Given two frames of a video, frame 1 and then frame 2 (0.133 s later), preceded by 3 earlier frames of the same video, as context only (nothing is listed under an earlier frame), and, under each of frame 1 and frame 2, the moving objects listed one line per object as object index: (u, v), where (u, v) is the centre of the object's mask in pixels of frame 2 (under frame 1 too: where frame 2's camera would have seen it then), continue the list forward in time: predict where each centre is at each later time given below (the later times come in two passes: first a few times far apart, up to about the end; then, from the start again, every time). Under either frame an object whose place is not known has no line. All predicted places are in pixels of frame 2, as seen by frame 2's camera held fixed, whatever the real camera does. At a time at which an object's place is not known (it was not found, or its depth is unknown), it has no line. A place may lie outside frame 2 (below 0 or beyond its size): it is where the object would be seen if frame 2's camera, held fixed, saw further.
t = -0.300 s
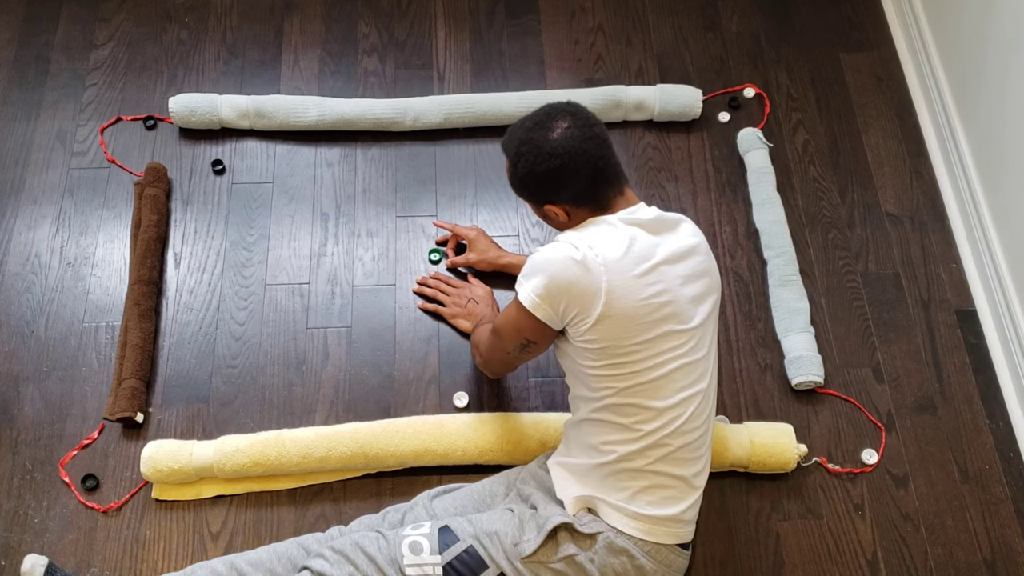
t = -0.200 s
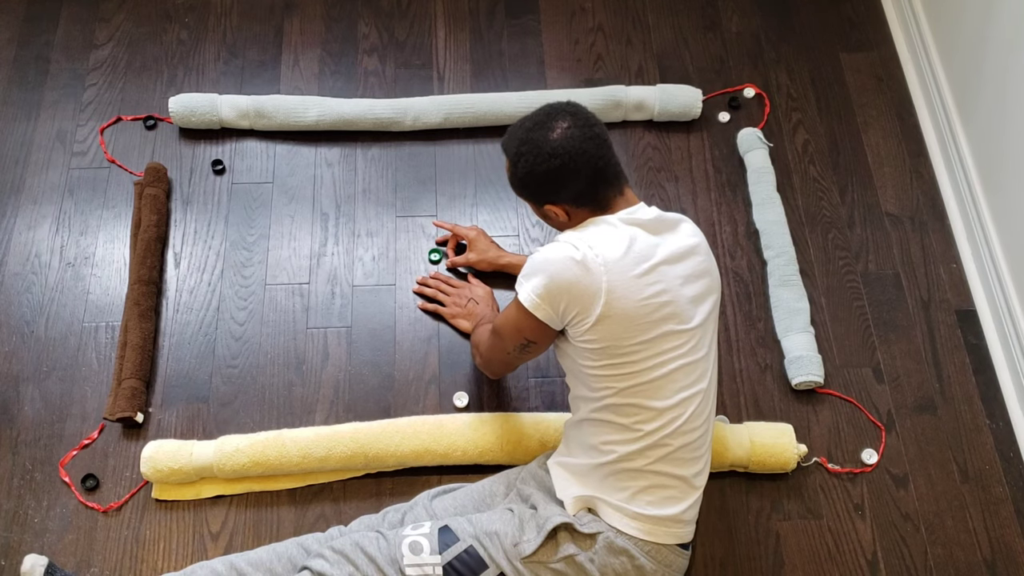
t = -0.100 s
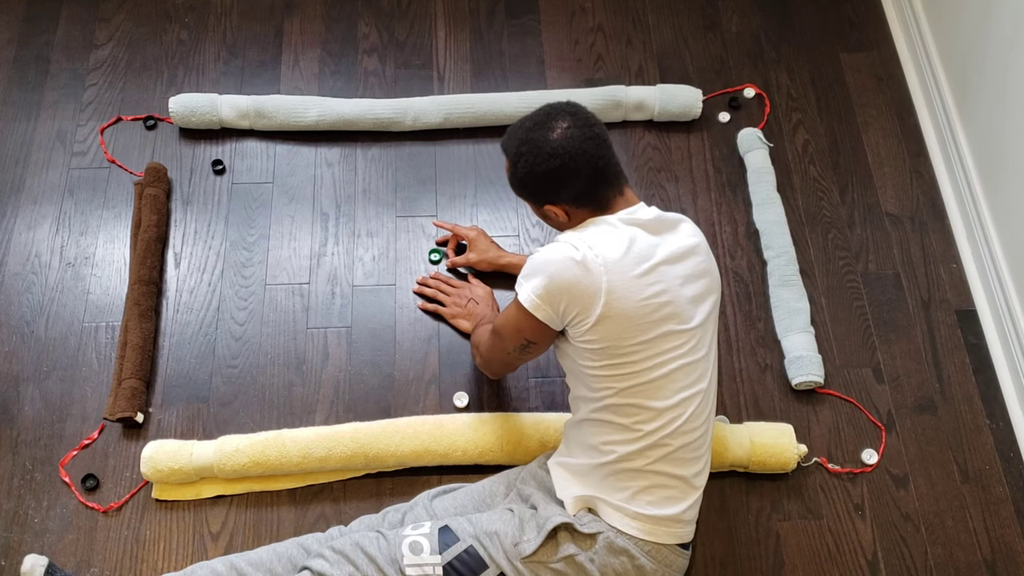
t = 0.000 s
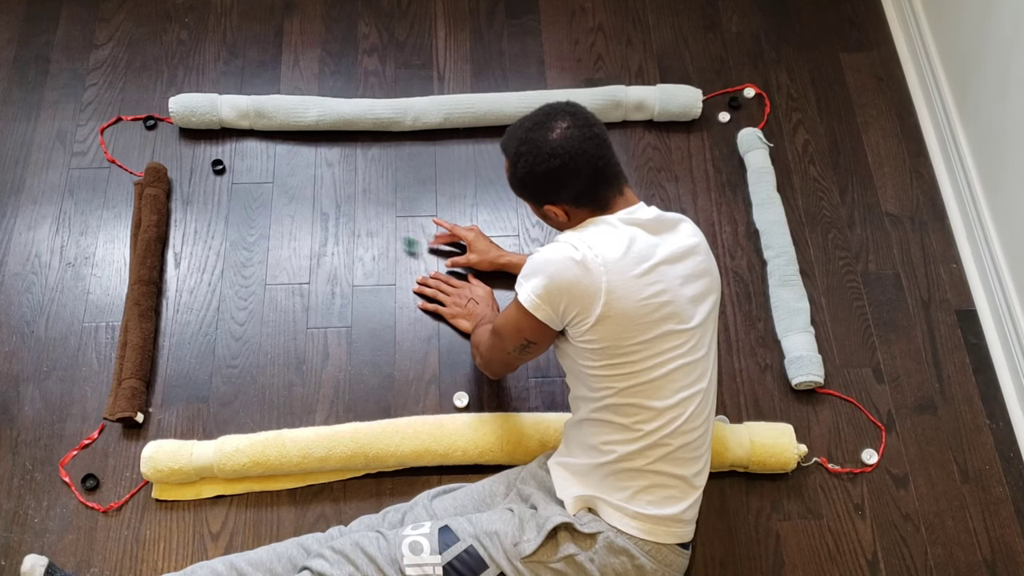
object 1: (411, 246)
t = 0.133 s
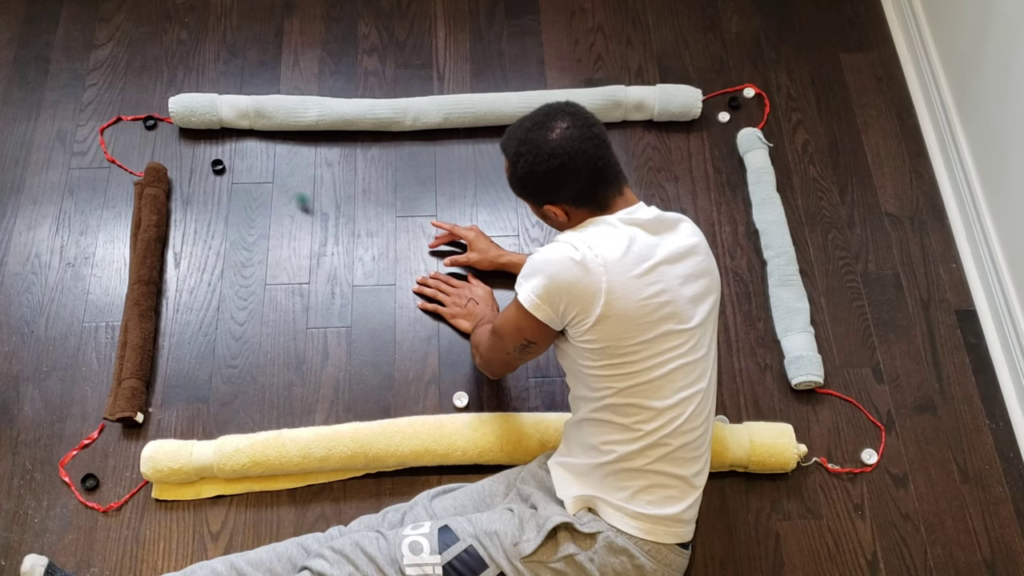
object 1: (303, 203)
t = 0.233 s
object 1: (229, 175)
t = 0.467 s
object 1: (195, 185)
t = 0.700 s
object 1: (188, 187)
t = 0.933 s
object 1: (188, 187)
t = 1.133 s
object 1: (188, 187)
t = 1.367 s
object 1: (188, 187)
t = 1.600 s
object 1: (188, 187)
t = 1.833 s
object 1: (188, 187)
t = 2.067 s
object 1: (188, 187)
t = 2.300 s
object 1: (188, 187)
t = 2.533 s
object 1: (188, 187)
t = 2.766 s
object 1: (188, 187)
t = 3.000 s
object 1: (188, 187)
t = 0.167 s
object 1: (279, 193)
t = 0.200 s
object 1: (254, 183)
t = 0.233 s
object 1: (229, 175)
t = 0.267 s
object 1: (221, 172)
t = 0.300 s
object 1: (217, 173)
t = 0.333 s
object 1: (212, 177)
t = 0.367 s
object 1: (206, 179)
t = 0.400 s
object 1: (202, 181)
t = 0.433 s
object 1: (198, 183)
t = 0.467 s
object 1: (195, 185)
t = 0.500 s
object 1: (192, 186)
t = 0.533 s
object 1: (191, 187)
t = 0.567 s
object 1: (190, 188)
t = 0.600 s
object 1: (188, 188)
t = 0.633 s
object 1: (188, 188)
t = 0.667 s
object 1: (188, 188)
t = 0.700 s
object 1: (188, 187)
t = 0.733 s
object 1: (188, 187)
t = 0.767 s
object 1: (188, 187)
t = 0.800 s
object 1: (188, 187)
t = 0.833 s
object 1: (188, 187)
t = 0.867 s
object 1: (188, 187)
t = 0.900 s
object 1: (188, 187)
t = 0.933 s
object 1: (188, 187)
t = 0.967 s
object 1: (188, 187)
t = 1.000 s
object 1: (188, 187)
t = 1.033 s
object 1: (188, 187)
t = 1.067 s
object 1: (188, 187)
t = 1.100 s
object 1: (188, 187)
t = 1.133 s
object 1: (188, 187)
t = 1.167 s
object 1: (188, 187)
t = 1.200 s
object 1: (188, 187)
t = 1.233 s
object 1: (188, 187)
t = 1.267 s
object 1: (188, 187)
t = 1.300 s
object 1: (188, 187)
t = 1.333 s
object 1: (188, 187)
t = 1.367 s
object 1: (188, 187)
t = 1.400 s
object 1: (188, 187)
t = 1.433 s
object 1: (188, 187)
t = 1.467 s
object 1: (188, 187)
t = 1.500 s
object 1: (188, 187)
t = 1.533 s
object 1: (188, 187)
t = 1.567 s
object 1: (188, 187)
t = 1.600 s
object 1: (188, 187)
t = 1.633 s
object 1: (188, 187)
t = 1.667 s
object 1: (188, 187)
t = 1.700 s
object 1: (188, 187)
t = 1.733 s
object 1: (188, 187)
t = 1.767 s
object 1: (188, 187)
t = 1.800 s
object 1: (188, 187)
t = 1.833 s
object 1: (188, 187)
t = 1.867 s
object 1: (188, 187)
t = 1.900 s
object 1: (188, 187)
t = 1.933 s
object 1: (188, 187)
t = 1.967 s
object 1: (188, 187)
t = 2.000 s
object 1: (188, 187)
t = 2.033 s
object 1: (188, 187)
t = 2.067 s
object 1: (188, 187)
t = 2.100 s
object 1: (188, 187)
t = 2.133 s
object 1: (188, 187)
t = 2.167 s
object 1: (188, 187)
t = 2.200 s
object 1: (188, 187)
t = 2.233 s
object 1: (188, 187)
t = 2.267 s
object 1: (188, 187)
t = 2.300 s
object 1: (188, 187)
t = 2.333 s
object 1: (188, 187)
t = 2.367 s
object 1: (188, 187)
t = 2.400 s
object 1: (188, 187)
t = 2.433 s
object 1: (188, 187)
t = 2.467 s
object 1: (188, 187)
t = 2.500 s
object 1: (188, 187)
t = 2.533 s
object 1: (188, 187)
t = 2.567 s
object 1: (188, 187)
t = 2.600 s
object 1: (188, 187)
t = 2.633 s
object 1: (188, 187)
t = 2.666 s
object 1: (188, 187)
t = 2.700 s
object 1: (188, 187)
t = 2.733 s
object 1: (188, 187)
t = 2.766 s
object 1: (188, 187)
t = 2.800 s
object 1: (188, 187)
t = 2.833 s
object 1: (188, 187)
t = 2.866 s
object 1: (188, 187)
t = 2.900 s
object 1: (188, 187)
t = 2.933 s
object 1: (188, 187)
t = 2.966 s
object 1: (188, 187)
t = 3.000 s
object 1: (188, 187)
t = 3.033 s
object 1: (188, 187)
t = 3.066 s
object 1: (188, 187)
